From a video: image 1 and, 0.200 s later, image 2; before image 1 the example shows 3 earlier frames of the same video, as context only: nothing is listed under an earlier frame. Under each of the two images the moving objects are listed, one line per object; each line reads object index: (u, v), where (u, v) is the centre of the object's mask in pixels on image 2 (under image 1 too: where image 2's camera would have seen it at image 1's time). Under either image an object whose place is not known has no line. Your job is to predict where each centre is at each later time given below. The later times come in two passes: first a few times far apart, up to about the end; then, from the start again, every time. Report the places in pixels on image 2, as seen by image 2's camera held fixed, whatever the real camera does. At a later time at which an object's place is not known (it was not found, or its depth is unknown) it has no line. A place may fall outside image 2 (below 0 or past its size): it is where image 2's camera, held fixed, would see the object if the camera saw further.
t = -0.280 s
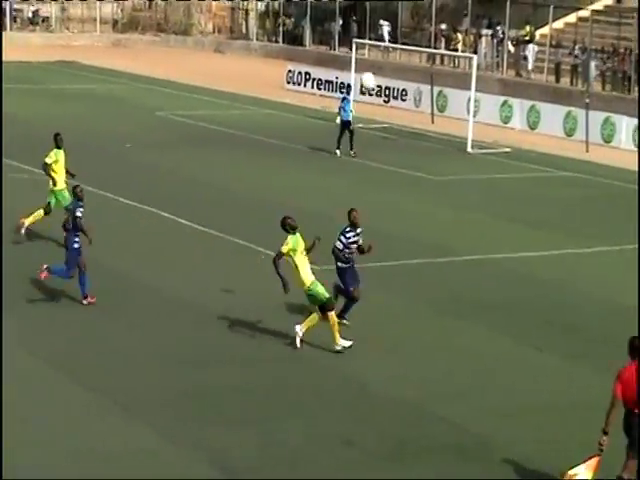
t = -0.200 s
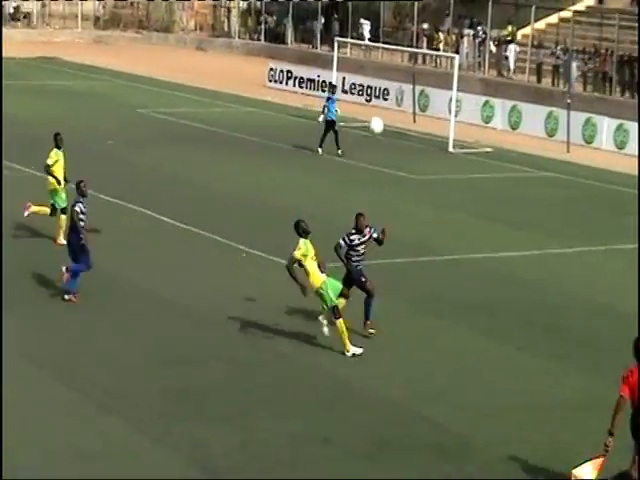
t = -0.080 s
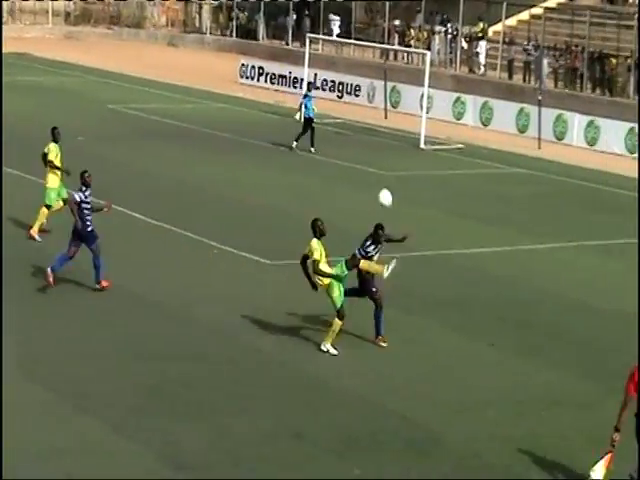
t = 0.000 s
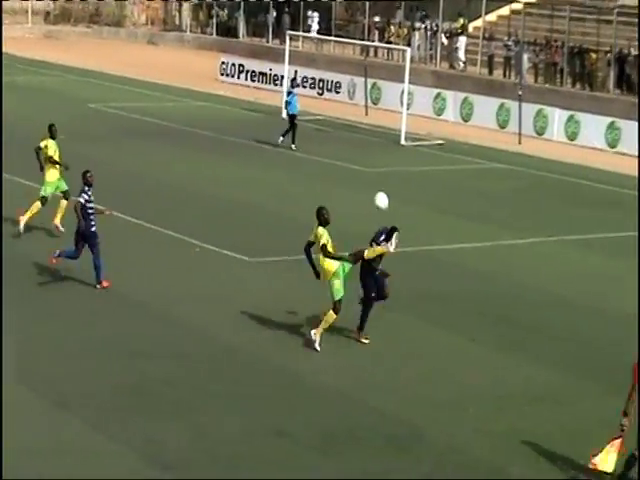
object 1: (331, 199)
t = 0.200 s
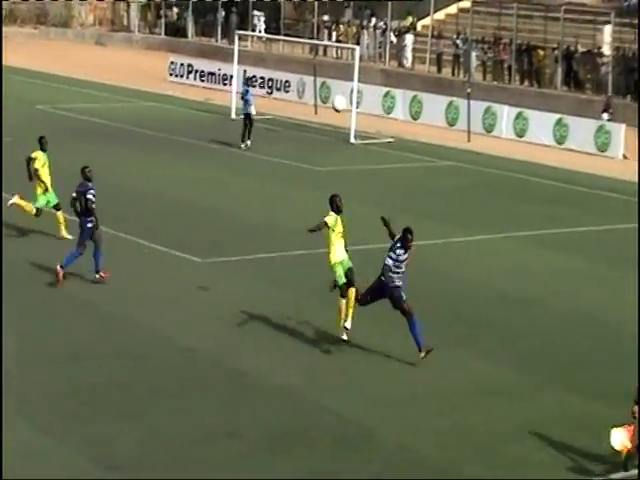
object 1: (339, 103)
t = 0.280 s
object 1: (341, 74)
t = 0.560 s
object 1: (345, 14)
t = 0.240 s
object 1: (340, 88)
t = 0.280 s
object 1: (341, 74)
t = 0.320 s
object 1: (342, 62)
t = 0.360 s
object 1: (341, 50)
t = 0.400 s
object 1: (342, 40)
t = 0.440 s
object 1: (343, 31)
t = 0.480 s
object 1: (344, 24)
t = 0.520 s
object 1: (344, 18)
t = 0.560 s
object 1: (345, 14)
